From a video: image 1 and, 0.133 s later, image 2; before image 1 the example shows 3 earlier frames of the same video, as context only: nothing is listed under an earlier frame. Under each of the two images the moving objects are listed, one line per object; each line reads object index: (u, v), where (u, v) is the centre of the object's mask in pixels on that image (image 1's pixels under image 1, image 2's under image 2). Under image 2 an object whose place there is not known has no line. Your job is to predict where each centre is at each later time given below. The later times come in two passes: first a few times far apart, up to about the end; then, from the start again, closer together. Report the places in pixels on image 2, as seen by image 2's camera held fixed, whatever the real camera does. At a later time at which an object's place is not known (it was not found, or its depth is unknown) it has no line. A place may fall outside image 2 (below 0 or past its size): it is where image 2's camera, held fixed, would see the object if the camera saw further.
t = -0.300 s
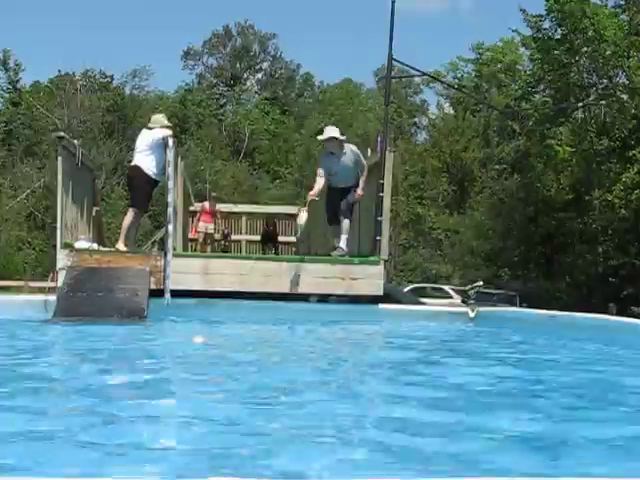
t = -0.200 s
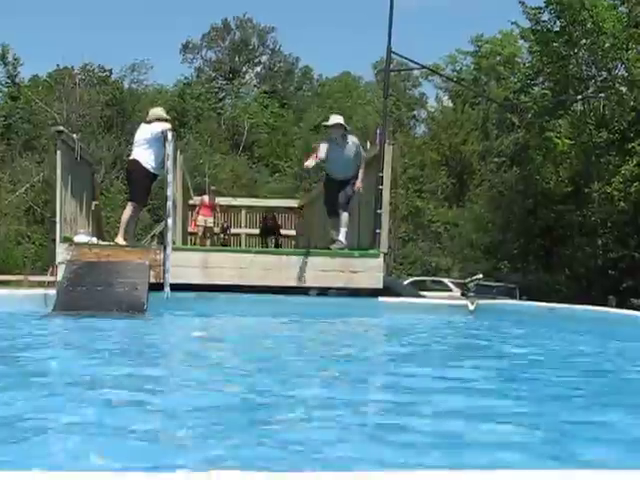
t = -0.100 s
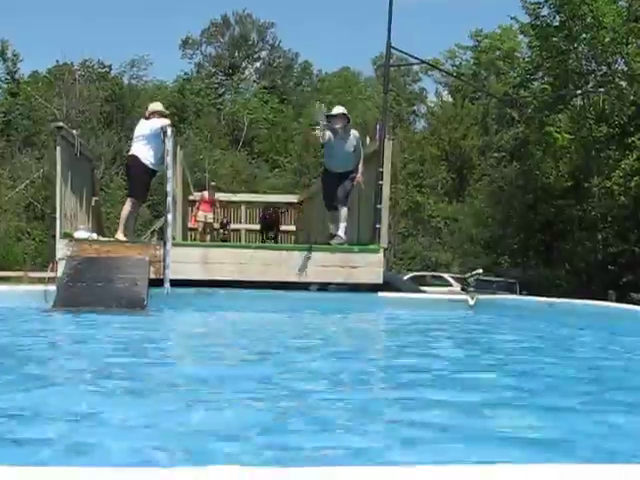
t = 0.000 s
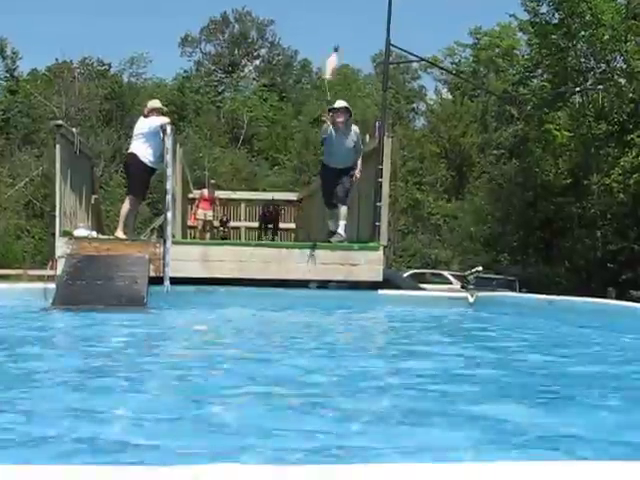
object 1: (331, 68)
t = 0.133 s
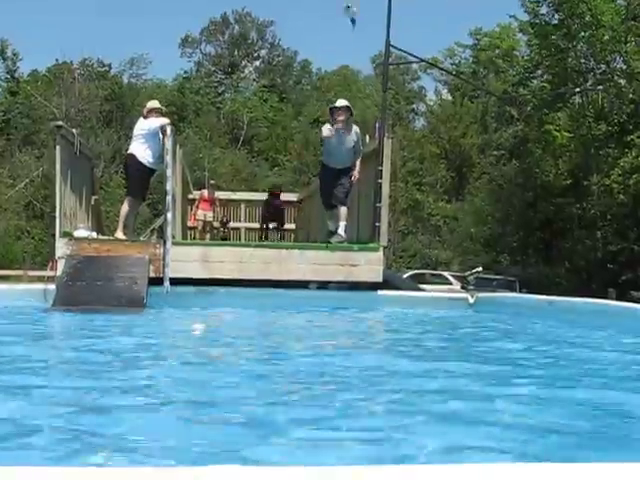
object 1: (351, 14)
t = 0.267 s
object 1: (367, -5)
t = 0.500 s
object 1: (410, -37)
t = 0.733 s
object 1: (458, 12)
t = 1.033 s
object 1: (548, 251)
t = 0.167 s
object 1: (356, 9)
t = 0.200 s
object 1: (359, 7)
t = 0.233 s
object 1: (363, 2)
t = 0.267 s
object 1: (367, -5)
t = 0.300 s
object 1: (371, -12)
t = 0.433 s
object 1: (399, -40)
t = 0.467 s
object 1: (404, -38)
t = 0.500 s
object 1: (410, -37)
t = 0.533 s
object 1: (416, -33)
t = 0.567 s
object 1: (423, -30)
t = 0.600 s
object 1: (430, -26)
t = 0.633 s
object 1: (435, -16)
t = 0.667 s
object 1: (442, -8)
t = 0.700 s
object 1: (451, 1)
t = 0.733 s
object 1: (458, 12)
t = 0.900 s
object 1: (505, 109)
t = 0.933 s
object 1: (515, 140)
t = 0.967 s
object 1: (525, 174)
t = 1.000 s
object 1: (536, 212)
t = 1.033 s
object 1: (548, 251)
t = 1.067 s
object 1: (559, 299)
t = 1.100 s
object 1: (574, 346)
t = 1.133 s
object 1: (584, 361)
